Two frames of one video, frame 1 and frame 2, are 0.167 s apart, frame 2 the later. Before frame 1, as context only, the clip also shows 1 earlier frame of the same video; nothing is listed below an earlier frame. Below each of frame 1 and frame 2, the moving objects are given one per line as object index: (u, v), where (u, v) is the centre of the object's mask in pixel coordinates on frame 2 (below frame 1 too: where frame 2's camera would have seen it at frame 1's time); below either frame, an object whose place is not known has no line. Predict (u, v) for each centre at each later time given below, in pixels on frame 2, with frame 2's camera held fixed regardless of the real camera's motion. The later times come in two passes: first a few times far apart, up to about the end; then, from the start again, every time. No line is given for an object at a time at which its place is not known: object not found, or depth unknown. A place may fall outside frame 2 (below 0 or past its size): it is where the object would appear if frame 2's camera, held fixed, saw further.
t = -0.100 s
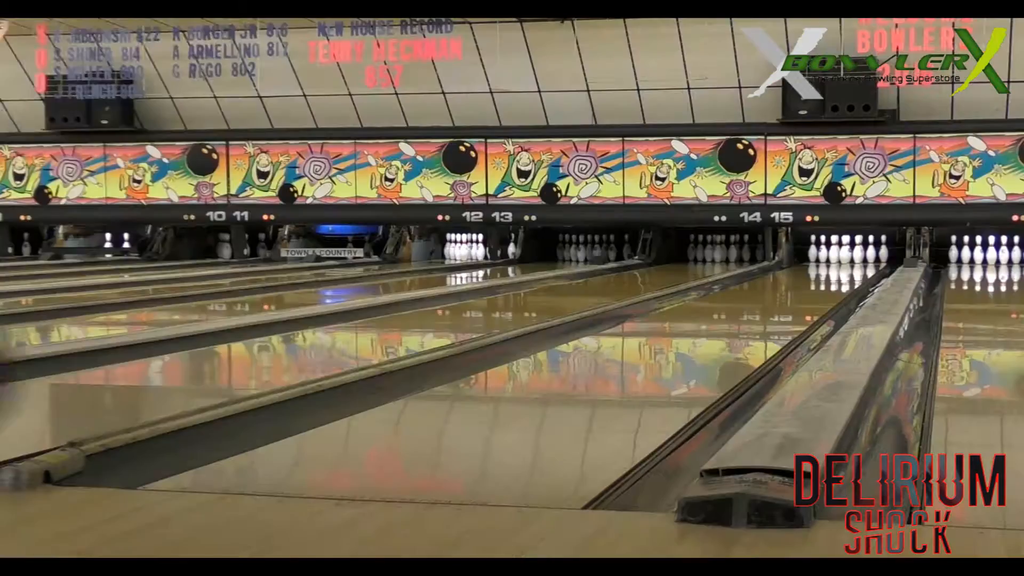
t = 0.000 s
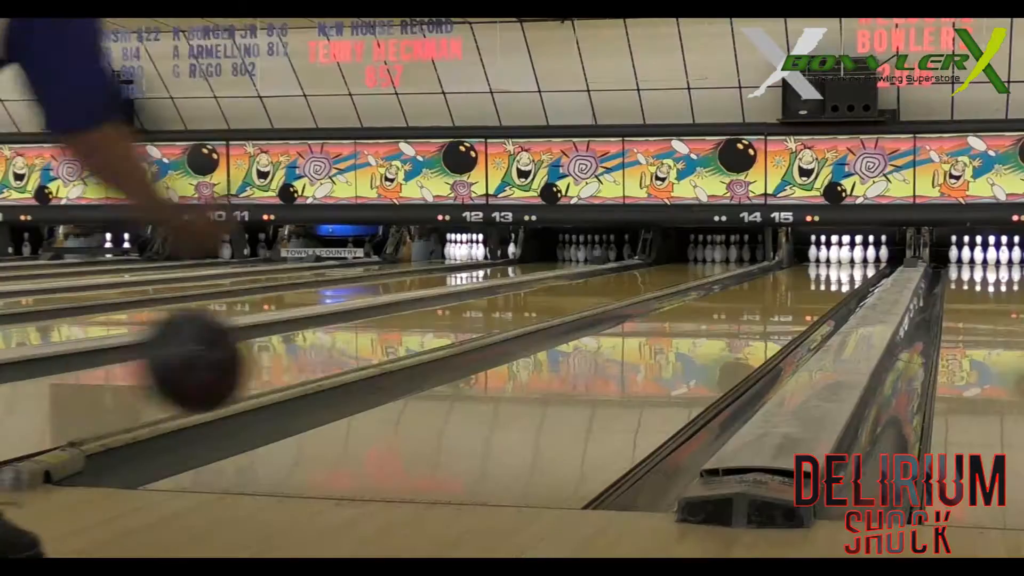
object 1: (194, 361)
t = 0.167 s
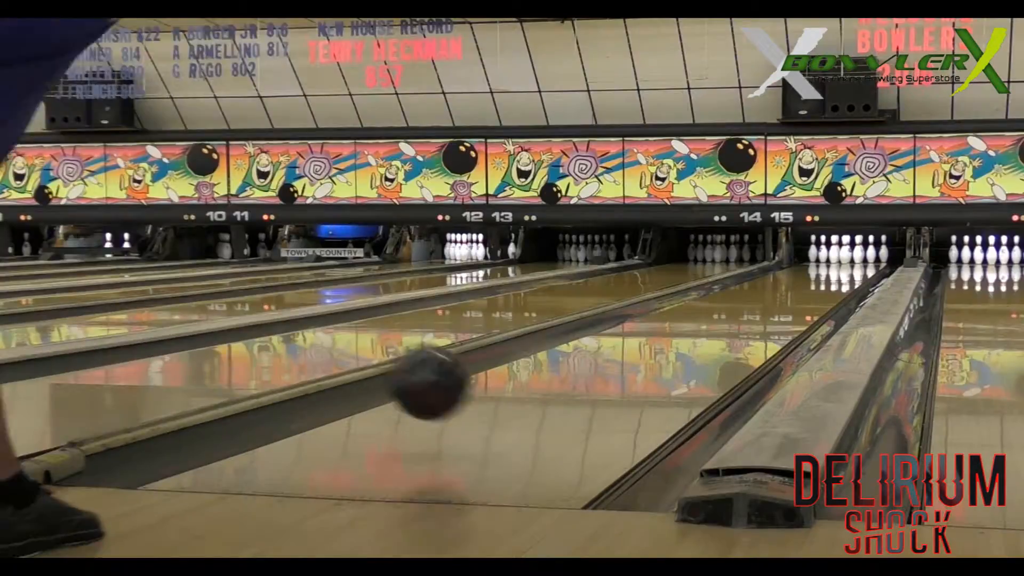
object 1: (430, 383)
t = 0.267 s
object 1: (517, 377)
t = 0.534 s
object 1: (651, 338)
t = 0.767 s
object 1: (722, 314)
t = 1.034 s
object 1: (772, 296)
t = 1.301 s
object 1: (805, 283)
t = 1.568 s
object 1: (829, 274)
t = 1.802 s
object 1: (843, 267)
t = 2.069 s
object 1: (852, 262)
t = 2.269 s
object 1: (853, 259)
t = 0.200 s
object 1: (463, 398)
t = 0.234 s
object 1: (489, 394)
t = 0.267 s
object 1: (517, 377)
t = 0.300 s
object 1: (538, 369)
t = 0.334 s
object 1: (559, 362)
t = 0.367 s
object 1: (577, 358)
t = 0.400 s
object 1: (594, 358)
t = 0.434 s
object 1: (610, 352)
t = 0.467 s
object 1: (626, 348)
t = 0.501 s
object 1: (639, 343)
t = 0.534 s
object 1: (651, 338)
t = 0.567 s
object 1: (664, 334)
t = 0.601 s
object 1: (674, 330)
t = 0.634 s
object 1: (686, 327)
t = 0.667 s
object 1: (695, 323)
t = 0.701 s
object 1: (704, 320)
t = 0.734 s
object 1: (713, 317)
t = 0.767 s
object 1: (722, 314)
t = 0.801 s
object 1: (728, 311)
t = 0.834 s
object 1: (736, 309)
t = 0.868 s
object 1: (742, 306)
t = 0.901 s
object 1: (749, 304)
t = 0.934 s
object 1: (756, 301)
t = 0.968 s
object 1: (760, 300)
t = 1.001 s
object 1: (767, 297)
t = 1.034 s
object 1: (772, 296)
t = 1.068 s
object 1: (777, 294)
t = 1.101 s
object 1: (781, 292)
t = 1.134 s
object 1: (785, 290)
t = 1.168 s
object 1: (790, 289)
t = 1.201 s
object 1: (795, 287)
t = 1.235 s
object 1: (798, 286)
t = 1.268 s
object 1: (802, 285)
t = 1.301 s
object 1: (805, 283)
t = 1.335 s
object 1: (809, 282)
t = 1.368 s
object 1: (813, 280)
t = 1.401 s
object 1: (816, 278)
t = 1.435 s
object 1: (818, 277)
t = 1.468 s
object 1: (821, 276)
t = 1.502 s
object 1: (824, 275)
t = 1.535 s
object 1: (826, 275)
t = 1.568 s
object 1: (829, 274)
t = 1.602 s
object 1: (832, 273)
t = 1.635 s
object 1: (834, 271)
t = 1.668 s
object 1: (836, 271)
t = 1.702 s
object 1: (838, 270)
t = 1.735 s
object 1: (840, 269)
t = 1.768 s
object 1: (842, 268)
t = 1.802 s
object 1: (843, 267)
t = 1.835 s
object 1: (844, 266)
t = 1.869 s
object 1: (846, 266)
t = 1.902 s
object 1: (848, 265)
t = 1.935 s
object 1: (848, 264)
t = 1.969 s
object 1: (849, 264)
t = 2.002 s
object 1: (850, 263)
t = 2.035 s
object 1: (851, 262)
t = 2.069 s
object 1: (852, 262)
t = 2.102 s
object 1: (853, 261)
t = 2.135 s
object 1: (853, 260)
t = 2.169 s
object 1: (853, 260)
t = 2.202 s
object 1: (854, 260)
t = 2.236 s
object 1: (854, 259)
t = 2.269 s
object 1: (853, 259)
